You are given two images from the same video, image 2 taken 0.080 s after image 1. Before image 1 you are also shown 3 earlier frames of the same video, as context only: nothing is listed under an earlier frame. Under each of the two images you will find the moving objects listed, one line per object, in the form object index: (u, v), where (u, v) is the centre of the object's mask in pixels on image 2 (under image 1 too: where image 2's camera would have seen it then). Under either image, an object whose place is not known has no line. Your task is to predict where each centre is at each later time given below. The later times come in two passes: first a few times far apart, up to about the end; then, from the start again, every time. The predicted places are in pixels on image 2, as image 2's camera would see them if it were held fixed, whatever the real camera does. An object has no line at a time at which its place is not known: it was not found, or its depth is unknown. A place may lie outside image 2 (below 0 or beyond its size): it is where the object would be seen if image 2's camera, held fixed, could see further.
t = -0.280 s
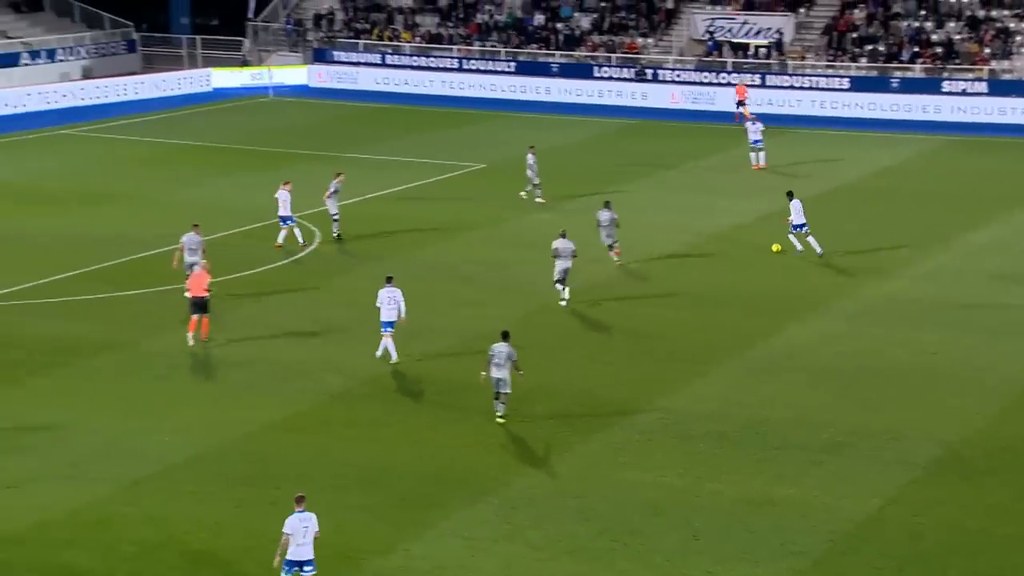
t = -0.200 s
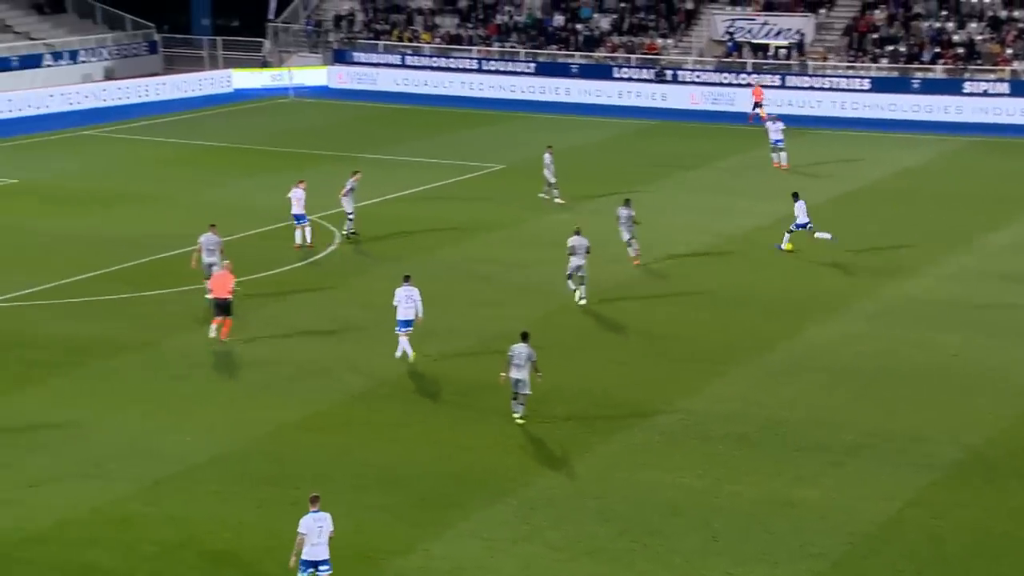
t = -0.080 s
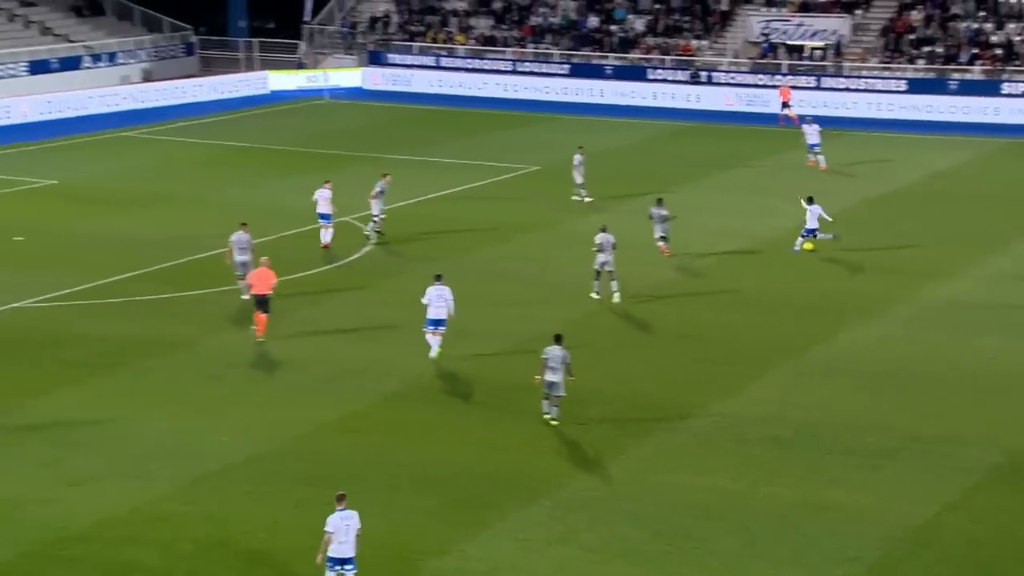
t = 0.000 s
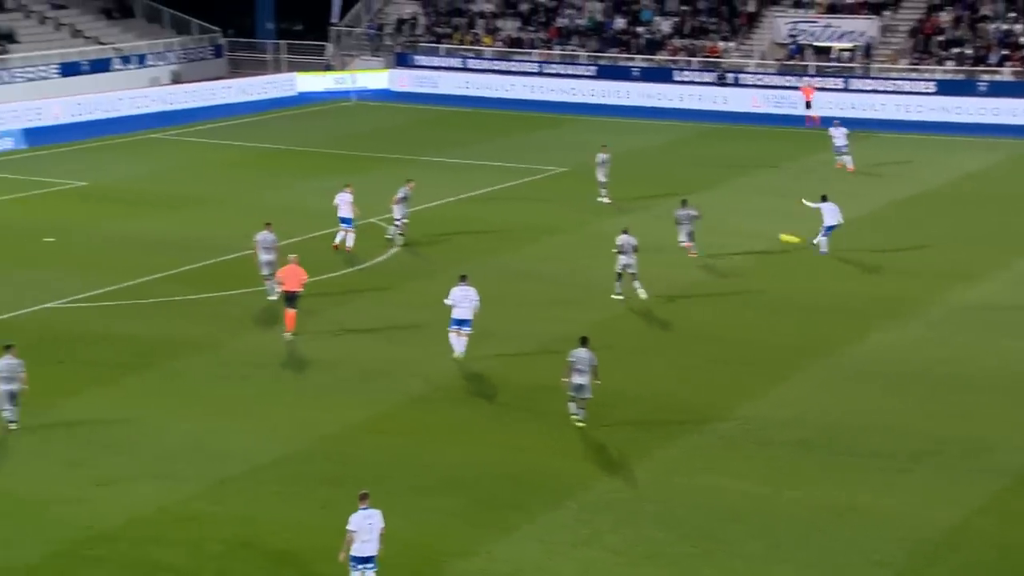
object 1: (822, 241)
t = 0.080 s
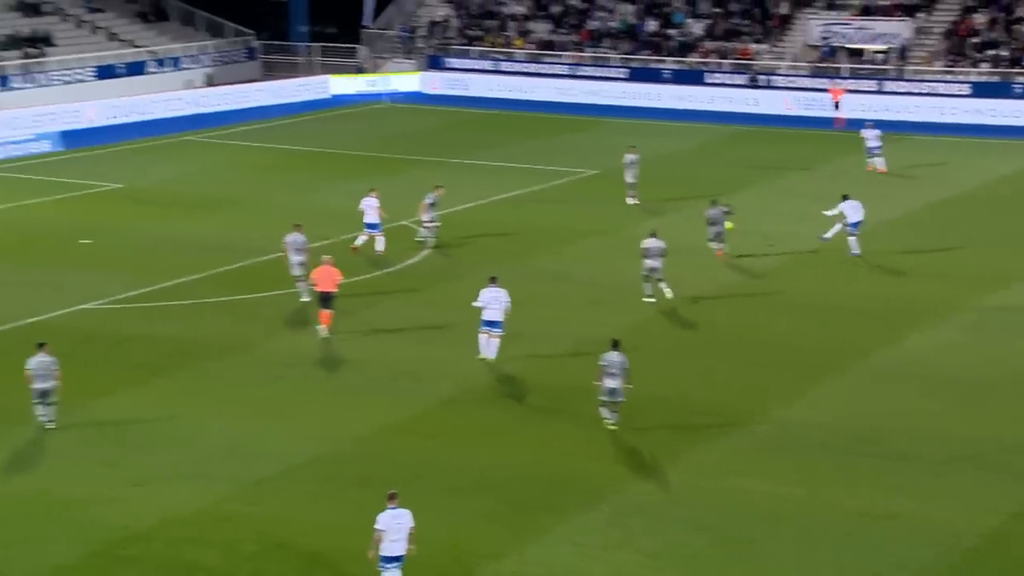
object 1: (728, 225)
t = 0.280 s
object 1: (499, 197)
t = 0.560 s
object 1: (210, 184)
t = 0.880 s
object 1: (-109, 206)
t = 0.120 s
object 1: (676, 217)
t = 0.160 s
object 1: (631, 211)
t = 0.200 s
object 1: (585, 206)
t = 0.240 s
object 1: (541, 201)
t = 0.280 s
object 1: (499, 197)
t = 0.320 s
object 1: (455, 194)
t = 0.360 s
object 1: (412, 191)
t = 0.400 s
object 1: (373, 188)
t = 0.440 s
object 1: (331, 187)
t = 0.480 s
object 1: (290, 184)
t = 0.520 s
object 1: (250, 184)
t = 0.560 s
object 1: (210, 184)
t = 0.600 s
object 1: (170, 185)
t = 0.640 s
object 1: (131, 185)
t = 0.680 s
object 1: (91, 187)
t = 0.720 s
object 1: (51, 189)
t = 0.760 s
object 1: (11, 192)
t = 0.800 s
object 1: (-29, 196)
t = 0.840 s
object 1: (-69, 200)
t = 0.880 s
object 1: (-109, 206)
